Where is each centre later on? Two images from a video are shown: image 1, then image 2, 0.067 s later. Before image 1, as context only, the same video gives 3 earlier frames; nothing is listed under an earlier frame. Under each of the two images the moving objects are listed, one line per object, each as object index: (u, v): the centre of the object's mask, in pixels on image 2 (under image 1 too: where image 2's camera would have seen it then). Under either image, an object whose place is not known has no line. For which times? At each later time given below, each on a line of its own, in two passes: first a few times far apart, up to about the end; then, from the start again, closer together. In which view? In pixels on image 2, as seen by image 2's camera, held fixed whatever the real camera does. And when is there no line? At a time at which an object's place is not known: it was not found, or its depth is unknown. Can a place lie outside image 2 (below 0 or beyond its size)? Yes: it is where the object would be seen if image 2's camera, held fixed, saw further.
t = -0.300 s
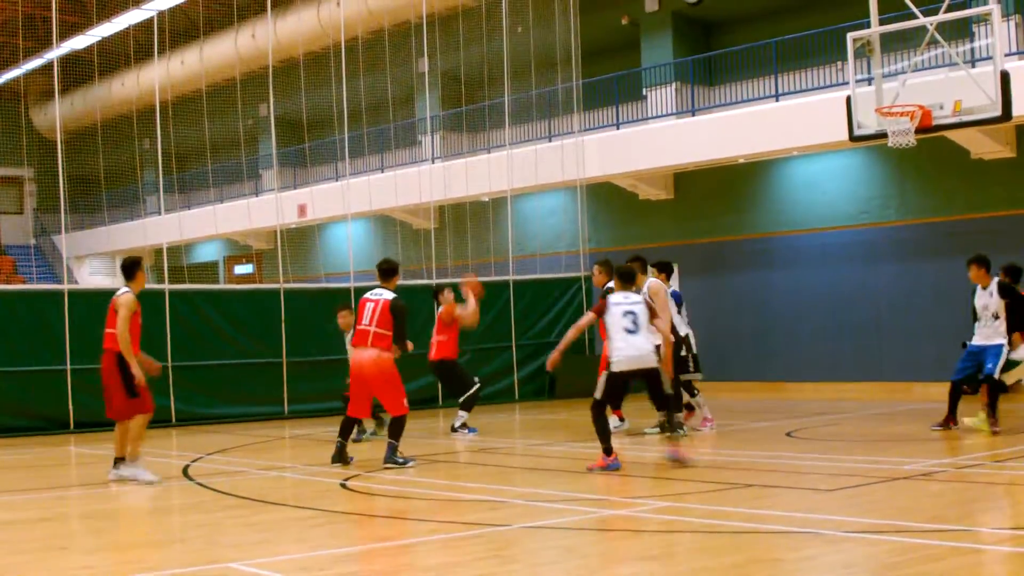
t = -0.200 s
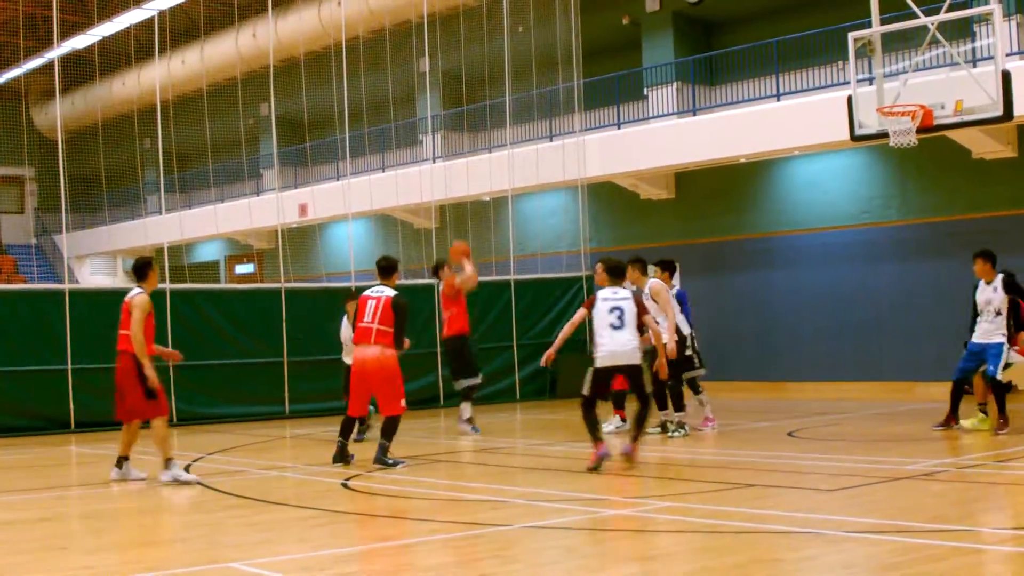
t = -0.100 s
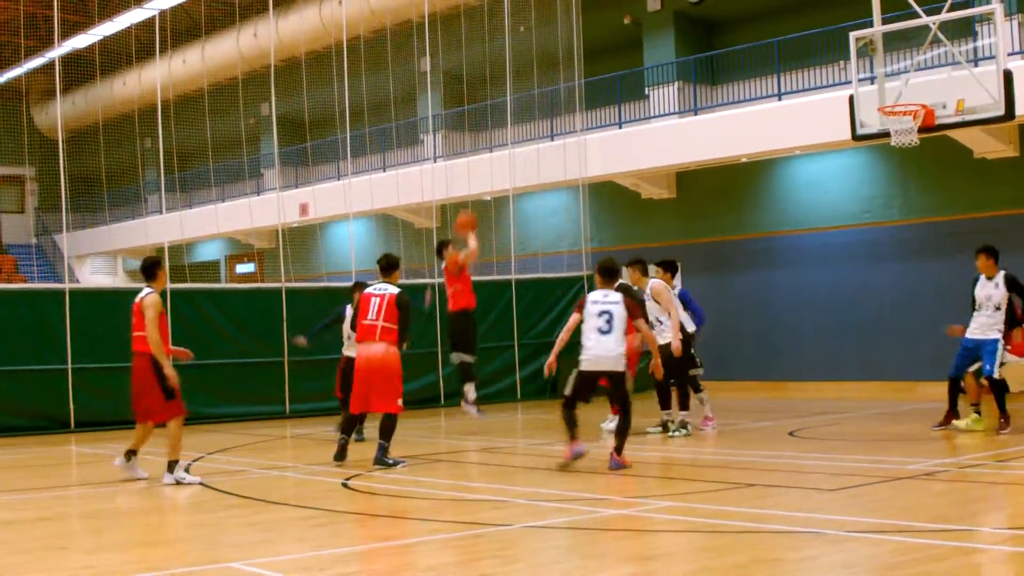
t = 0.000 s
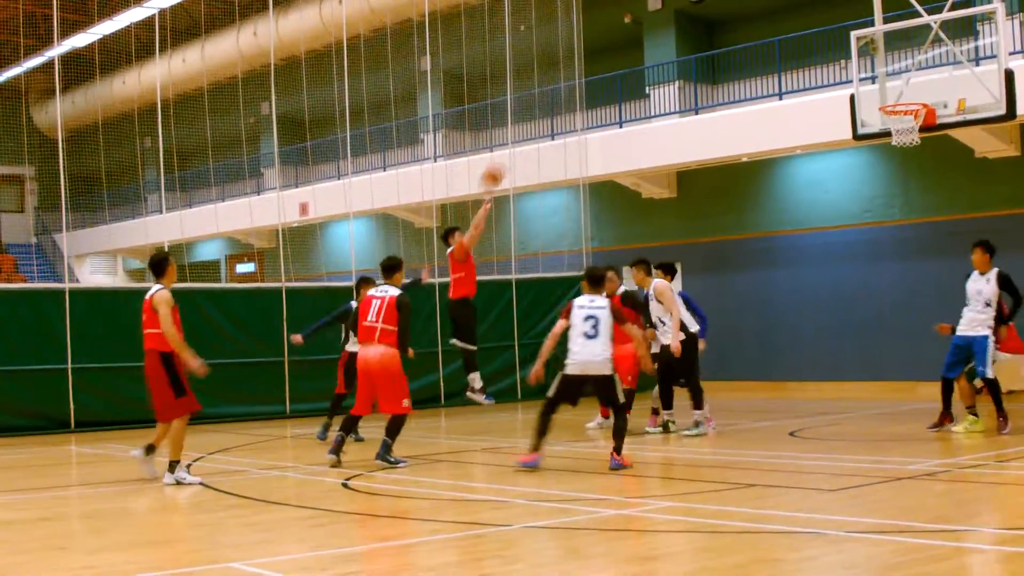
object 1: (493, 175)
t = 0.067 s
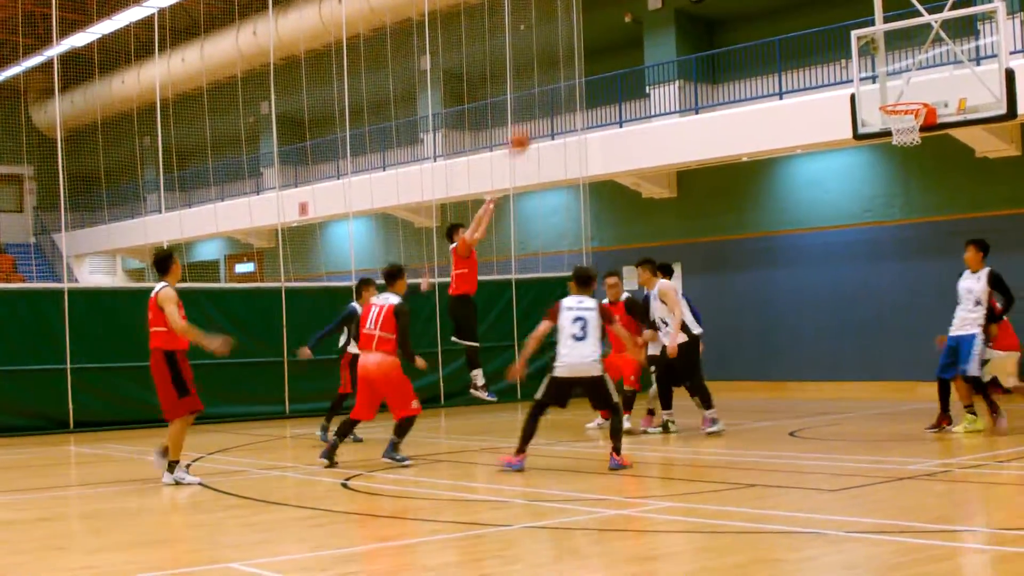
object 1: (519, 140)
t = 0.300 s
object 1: (617, 51)
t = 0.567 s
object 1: (733, 5)
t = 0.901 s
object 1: (898, 34)
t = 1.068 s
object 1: (990, 97)
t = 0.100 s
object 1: (534, 123)
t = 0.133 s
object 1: (546, 108)
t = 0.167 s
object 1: (560, 98)
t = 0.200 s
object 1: (574, 84)
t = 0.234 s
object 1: (590, 71)
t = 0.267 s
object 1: (602, 61)
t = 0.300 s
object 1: (617, 51)
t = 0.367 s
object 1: (645, 33)
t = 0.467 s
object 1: (693, 13)
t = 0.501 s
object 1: (708, 10)
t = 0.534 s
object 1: (721, 7)
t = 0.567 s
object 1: (733, 5)
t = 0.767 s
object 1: (830, 8)
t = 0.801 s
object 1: (846, 11)
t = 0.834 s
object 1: (860, 15)
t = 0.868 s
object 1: (881, 25)
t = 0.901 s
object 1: (898, 34)
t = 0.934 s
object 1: (913, 39)
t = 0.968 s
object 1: (933, 53)
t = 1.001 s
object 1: (952, 66)
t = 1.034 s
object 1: (970, 80)
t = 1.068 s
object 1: (990, 97)
